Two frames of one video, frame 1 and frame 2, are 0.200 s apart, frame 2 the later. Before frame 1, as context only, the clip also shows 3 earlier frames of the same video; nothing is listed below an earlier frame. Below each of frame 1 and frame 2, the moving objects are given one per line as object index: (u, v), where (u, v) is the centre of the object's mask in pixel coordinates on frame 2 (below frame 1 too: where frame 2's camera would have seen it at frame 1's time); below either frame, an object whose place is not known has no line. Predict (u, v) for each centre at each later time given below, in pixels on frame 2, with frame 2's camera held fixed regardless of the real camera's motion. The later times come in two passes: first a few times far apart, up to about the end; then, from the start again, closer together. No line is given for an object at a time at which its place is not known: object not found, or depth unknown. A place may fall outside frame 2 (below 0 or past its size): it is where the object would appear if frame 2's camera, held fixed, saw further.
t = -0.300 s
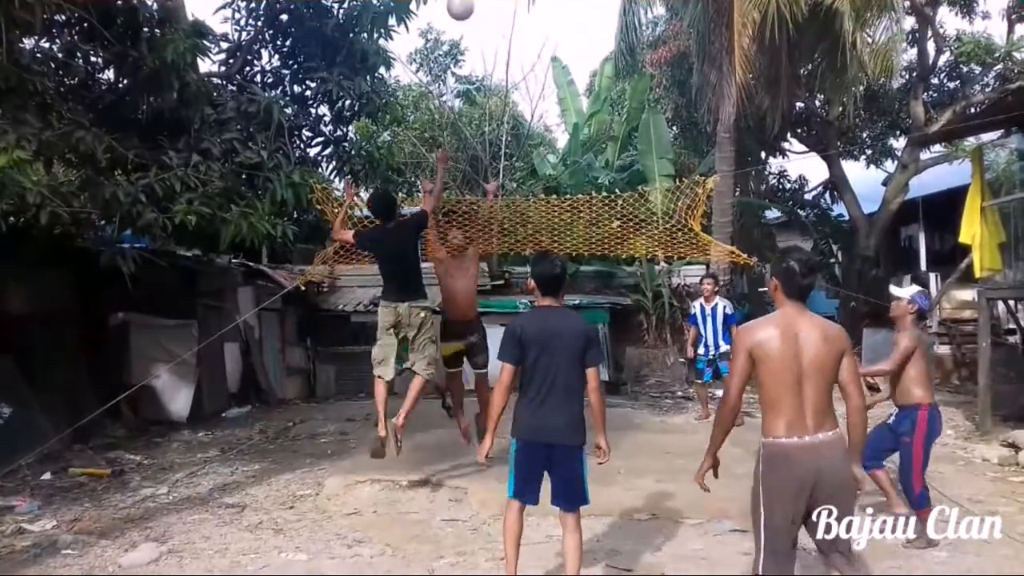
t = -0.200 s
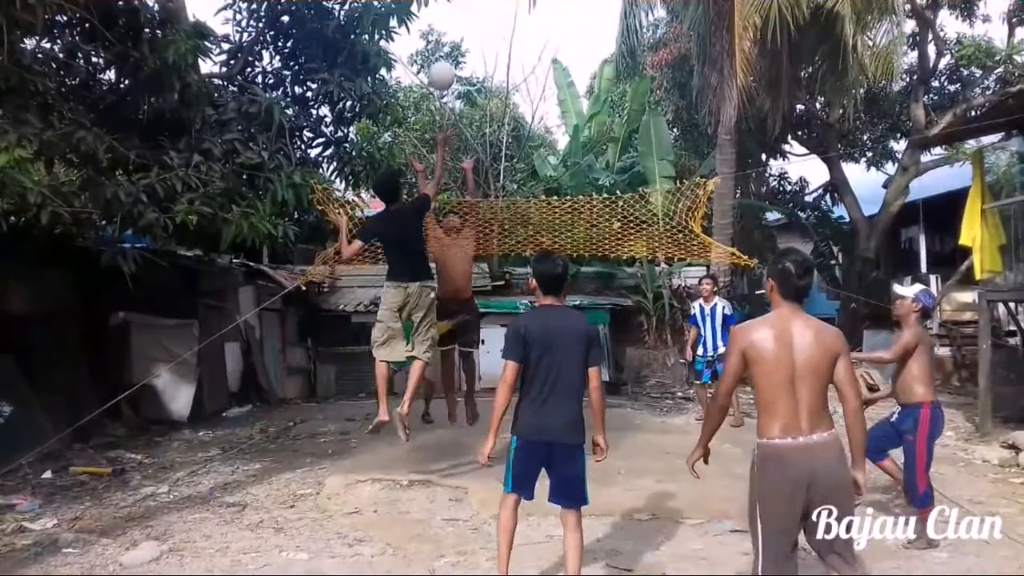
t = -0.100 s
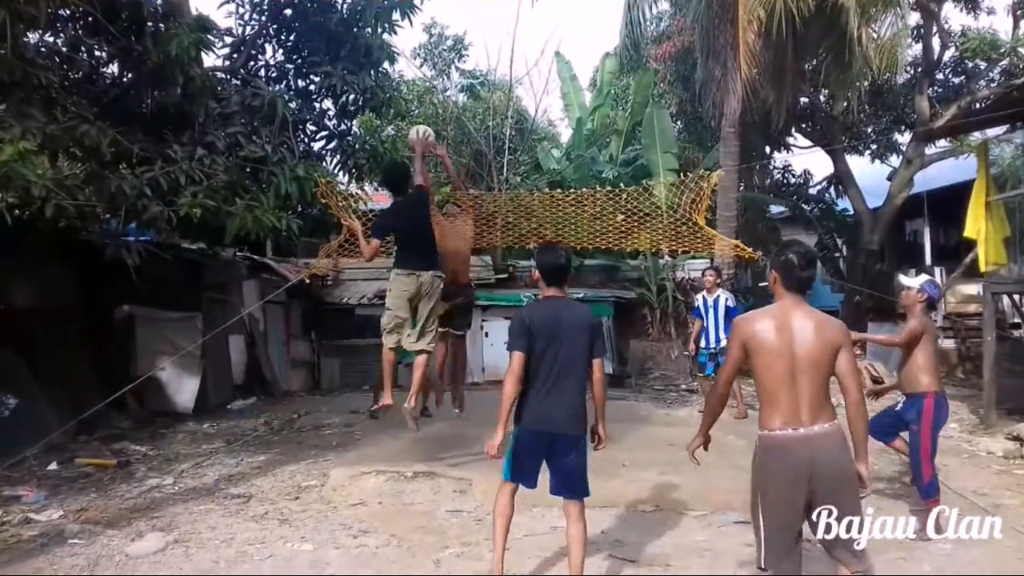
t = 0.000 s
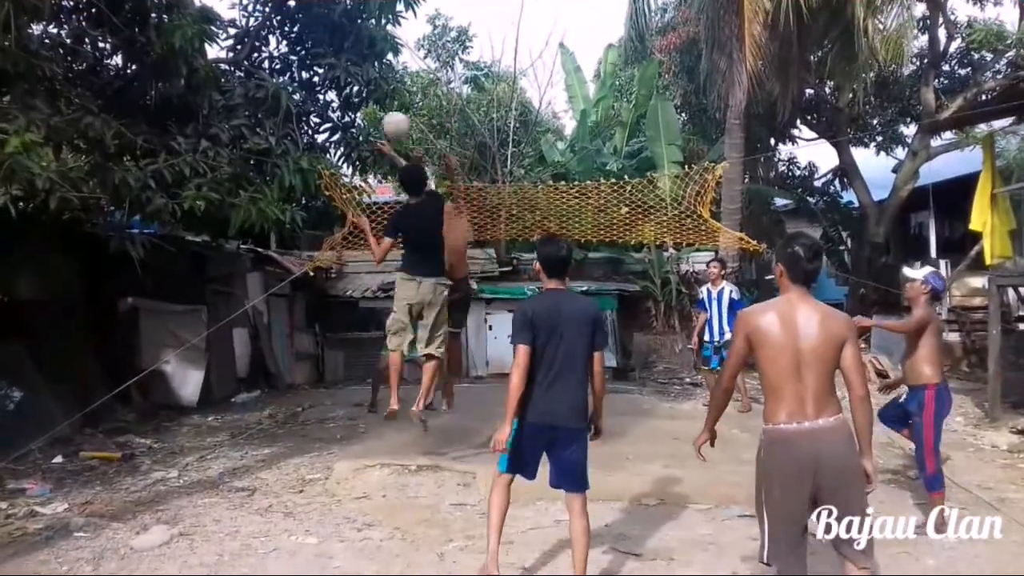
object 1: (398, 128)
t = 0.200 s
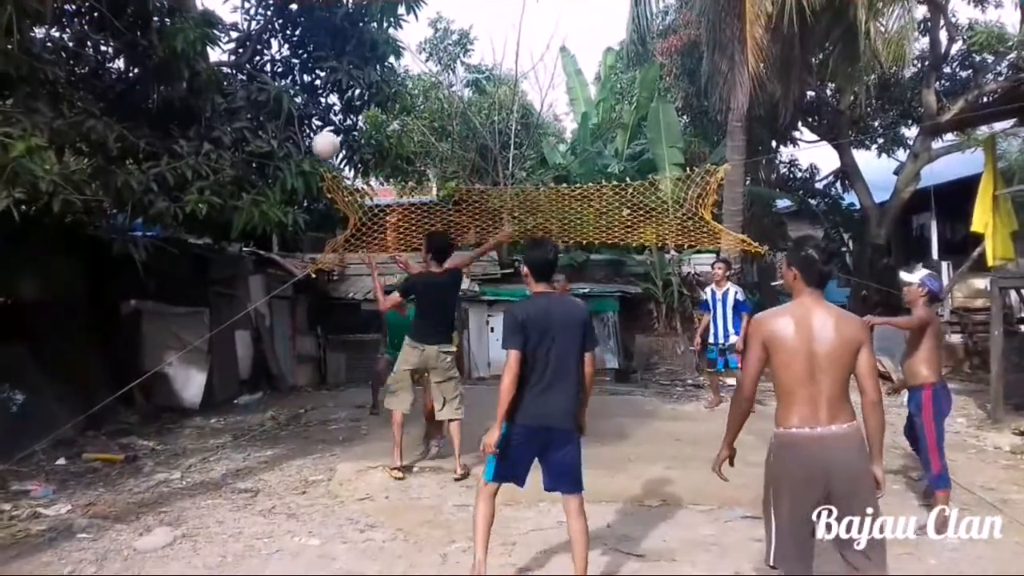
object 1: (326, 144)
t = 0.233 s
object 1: (314, 155)
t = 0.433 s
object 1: (243, 236)
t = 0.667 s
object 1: (157, 415)
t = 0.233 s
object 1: (314, 155)
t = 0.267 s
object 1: (303, 163)
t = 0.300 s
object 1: (291, 174)
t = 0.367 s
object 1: (267, 203)
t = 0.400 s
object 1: (256, 219)
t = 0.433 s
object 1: (243, 236)
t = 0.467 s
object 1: (230, 257)
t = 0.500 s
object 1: (219, 279)
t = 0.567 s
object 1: (193, 329)
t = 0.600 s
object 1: (179, 356)
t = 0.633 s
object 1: (168, 384)
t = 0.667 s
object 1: (157, 415)
